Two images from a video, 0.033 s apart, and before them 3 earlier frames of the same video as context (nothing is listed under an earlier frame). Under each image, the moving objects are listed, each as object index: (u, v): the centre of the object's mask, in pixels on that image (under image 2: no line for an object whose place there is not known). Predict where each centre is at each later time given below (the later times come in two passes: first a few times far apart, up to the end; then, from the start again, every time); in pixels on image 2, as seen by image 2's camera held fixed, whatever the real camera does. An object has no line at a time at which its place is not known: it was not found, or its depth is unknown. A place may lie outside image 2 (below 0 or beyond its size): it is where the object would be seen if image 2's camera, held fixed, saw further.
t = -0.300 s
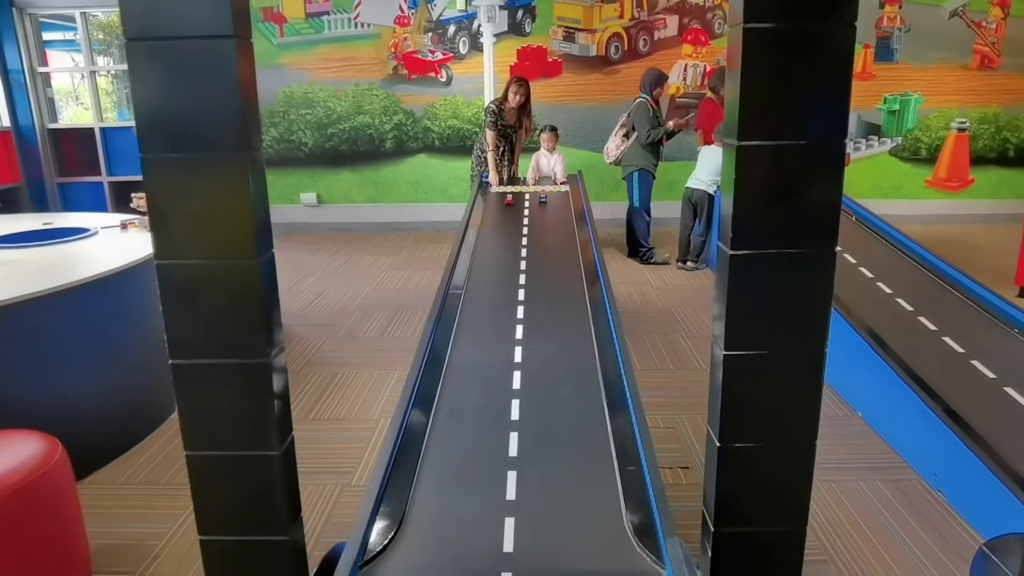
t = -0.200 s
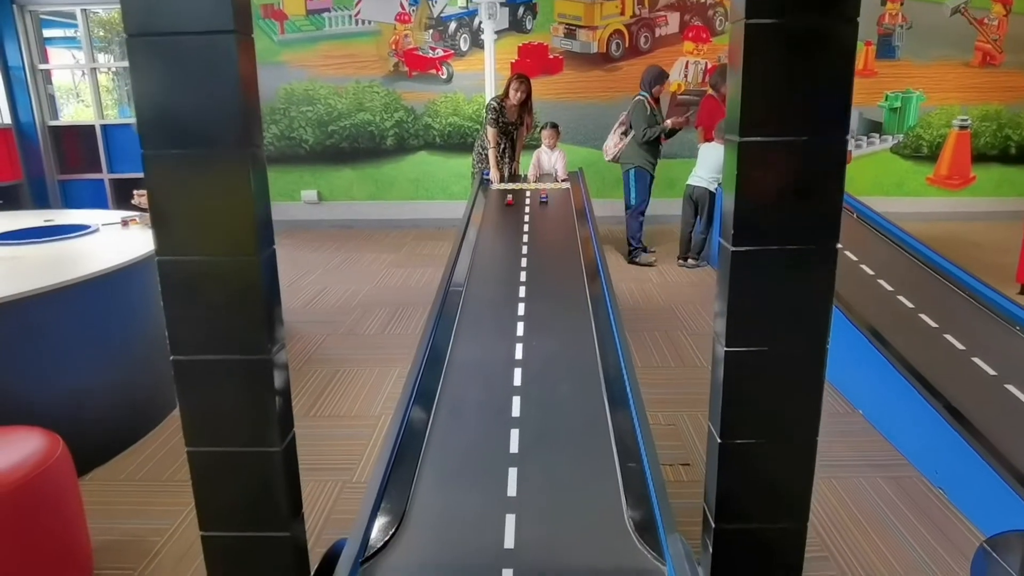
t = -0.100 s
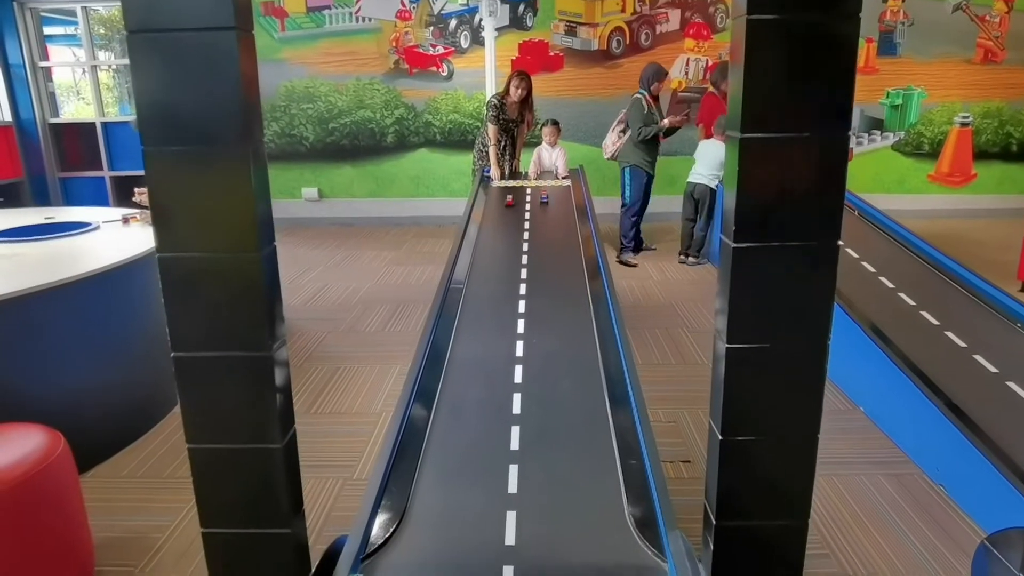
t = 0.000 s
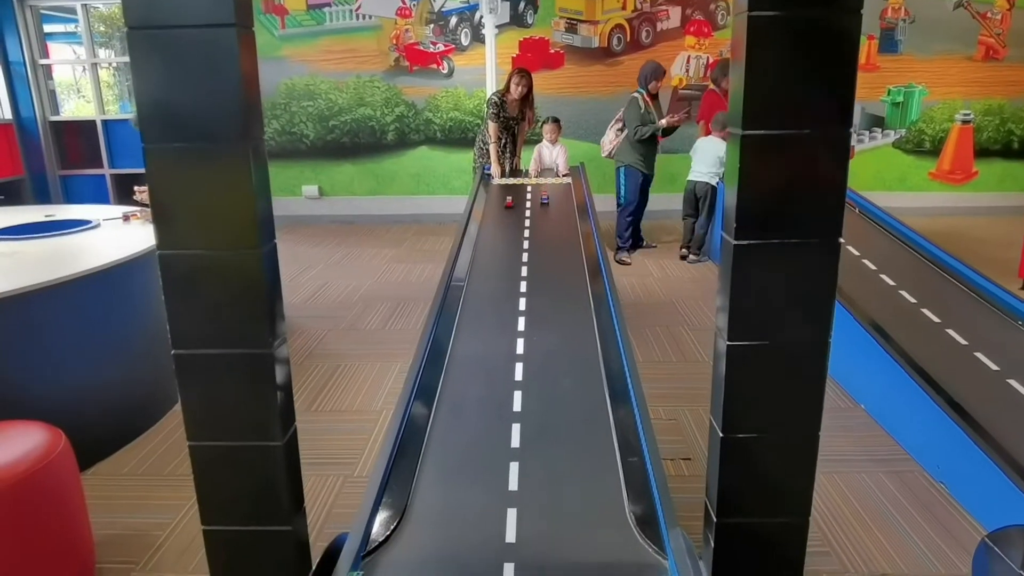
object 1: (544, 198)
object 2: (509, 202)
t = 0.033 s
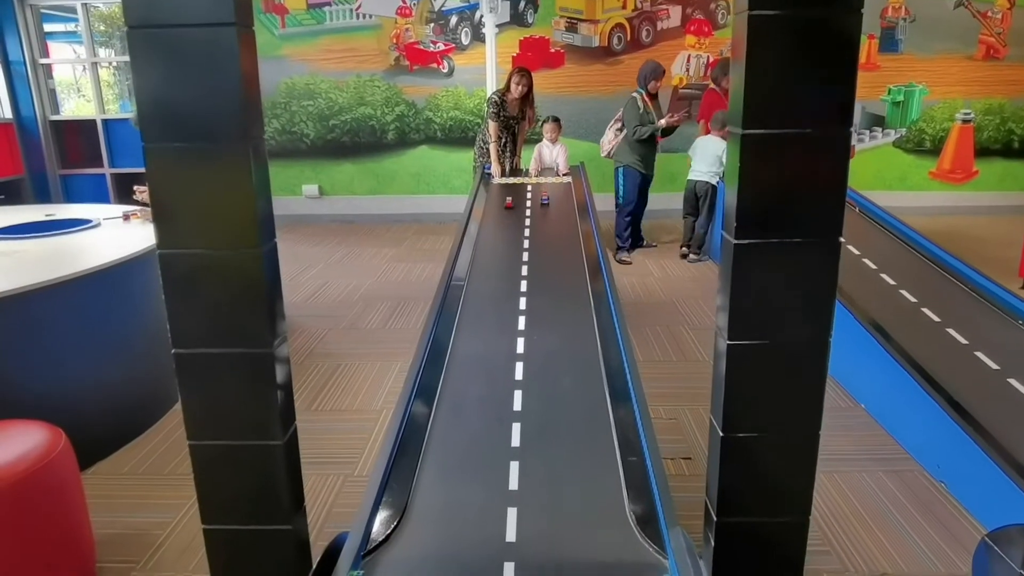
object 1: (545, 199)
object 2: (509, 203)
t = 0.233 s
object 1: (545, 207)
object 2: (507, 212)
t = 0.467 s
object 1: (545, 218)
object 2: (503, 226)
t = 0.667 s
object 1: (544, 230)
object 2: (500, 239)
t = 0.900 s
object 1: (544, 243)
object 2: (496, 256)
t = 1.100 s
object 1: (543, 258)
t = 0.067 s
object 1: (545, 200)
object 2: (509, 205)
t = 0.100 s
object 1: (545, 201)
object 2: (508, 206)
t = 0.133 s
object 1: (545, 203)
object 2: (508, 208)
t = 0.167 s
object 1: (545, 204)
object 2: (508, 209)
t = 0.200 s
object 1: (545, 206)
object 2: (507, 211)
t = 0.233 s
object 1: (545, 207)
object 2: (507, 212)
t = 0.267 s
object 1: (544, 209)
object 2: (506, 214)
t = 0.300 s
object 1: (544, 210)
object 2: (505, 216)
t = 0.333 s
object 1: (544, 212)
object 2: (505, 218)
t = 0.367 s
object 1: (544, 213)
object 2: (505, 219)
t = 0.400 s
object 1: (544, 215)
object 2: (504, 221)
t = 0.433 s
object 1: (545, 217)
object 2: (504, 223)
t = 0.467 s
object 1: (545, 218)
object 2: (503, 226)
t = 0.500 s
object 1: (544, 220)
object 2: (503, 228)
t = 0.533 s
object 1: (544, 222)
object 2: (502, 230)
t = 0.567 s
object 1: (544, 224)
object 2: (501, 232)
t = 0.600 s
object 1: (544, 226)
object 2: (501, 234)
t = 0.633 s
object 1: (544, 228)
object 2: (500, 237)
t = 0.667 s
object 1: (544, 230)
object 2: (500, 239)
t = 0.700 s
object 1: (544, 232)
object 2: (499, 242)
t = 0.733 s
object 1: (544, 234)
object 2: (499, 244)
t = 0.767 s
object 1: (544, 236)
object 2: (498, 246)
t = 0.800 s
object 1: (544, 236)
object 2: (498, 248)
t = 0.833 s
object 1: (544, 239)
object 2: (497, 251)
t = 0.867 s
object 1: (544, 241)
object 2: (497, 253)
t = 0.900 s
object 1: (544, 243)
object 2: (496, 256)
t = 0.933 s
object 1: (544, 246)
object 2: (496, 259)
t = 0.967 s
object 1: (544, 248)
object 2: (495, 262)
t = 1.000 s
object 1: (544, 251)
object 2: (495, 264)
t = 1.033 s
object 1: (543, 253)
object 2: (494, 267)
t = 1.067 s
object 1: (543, 256)
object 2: (494, 271)
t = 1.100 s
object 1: (543, 258)
